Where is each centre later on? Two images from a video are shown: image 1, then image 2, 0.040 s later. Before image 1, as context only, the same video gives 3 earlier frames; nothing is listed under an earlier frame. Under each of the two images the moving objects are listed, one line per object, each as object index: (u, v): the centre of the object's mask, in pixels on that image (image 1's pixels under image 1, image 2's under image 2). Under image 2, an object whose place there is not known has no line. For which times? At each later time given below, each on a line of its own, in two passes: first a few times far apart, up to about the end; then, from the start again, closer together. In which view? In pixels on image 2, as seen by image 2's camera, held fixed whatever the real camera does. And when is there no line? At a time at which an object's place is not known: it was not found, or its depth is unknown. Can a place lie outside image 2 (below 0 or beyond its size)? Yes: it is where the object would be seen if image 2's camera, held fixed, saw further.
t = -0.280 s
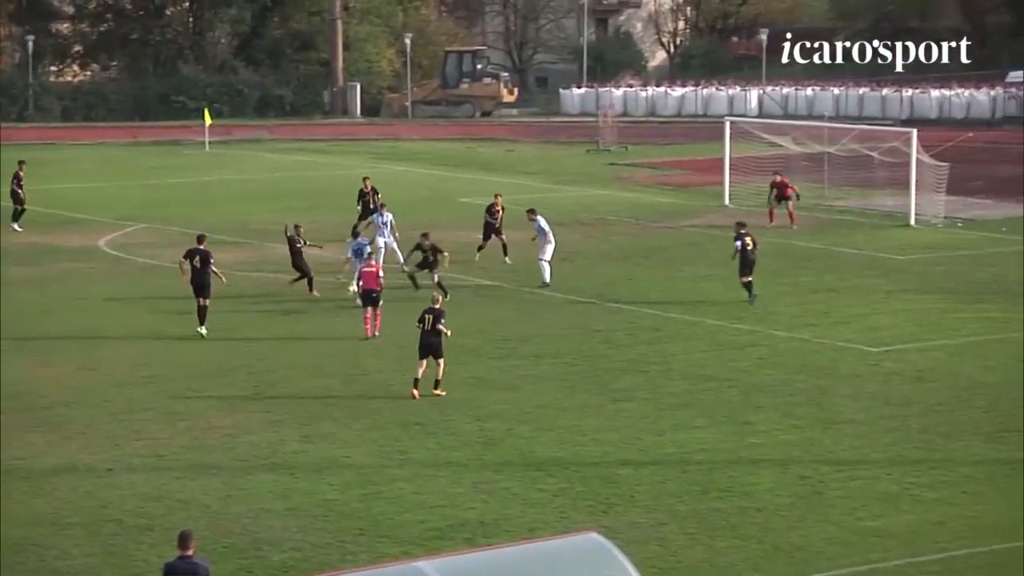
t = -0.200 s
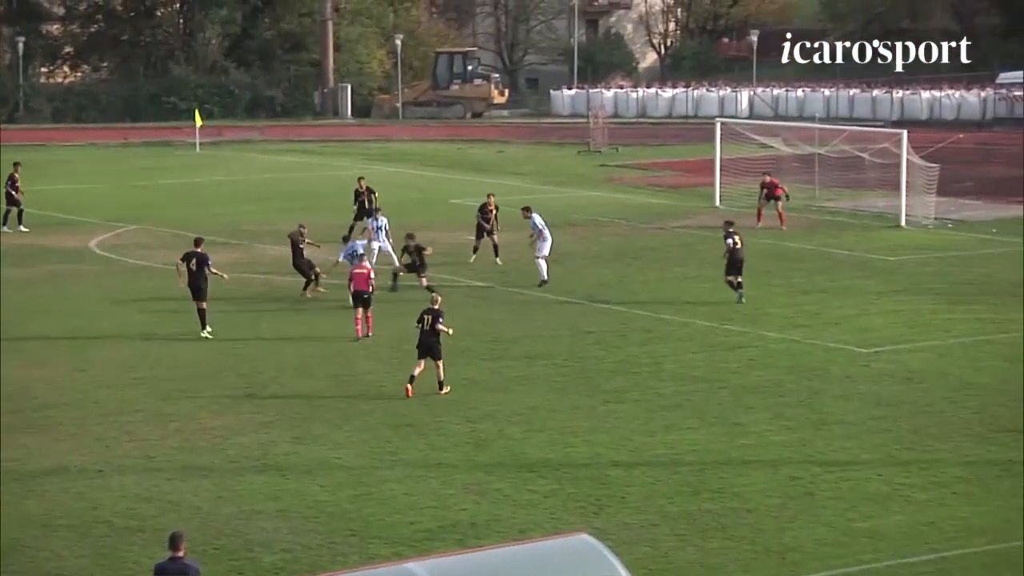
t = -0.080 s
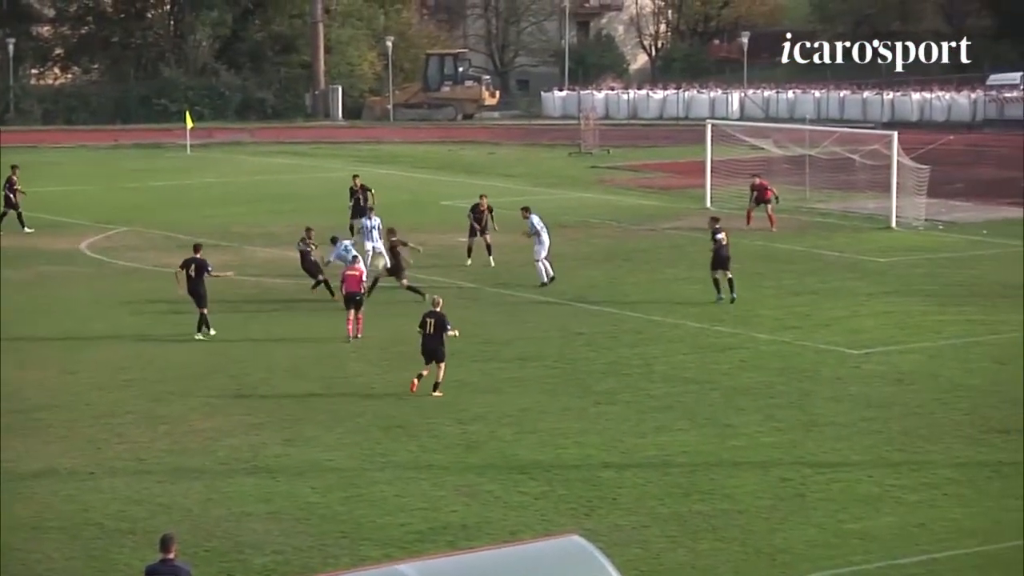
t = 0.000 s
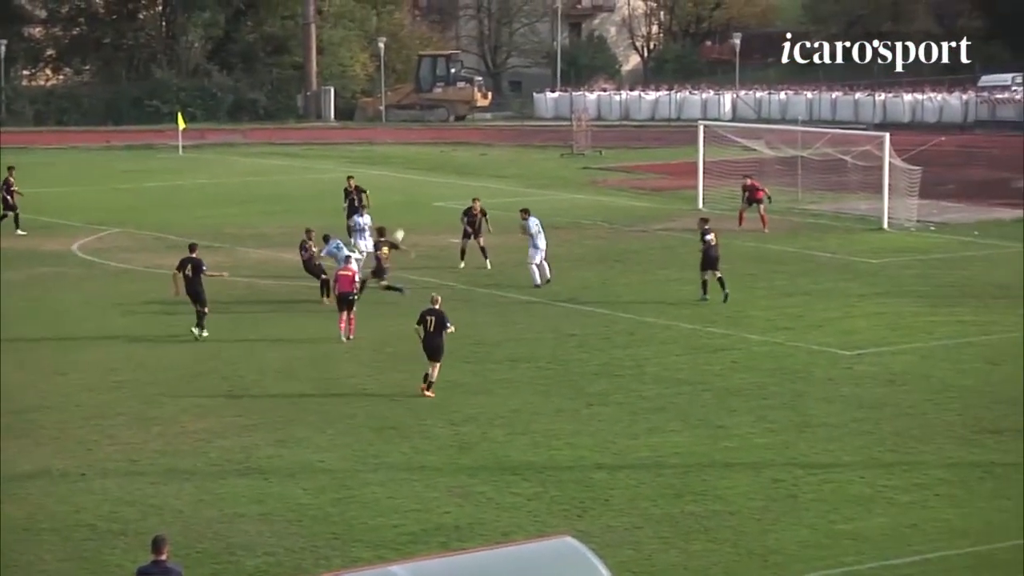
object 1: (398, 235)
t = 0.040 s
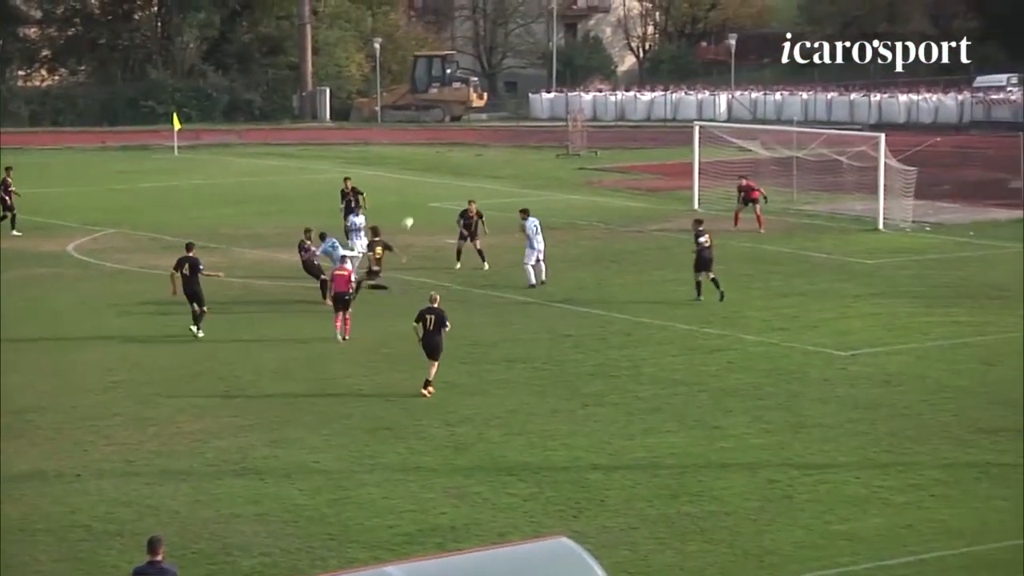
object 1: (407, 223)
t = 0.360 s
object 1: (511, 156)
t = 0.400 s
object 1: (524, 151)
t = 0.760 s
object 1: (631, 145)
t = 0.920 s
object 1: (677, 157)
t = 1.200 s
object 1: (750, 195)
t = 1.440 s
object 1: (763, 204)
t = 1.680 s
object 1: (772, 205)
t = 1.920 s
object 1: (782, 206)
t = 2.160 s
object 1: (791, 207)
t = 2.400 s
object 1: (796, 207)
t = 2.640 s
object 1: (800, 208)
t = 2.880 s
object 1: (801, 208)
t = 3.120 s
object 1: (802, 208)
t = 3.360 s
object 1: (801, 208)
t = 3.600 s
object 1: (798, 209)
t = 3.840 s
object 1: (796, 209)
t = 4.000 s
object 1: (794, 208)
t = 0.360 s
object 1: (511, 156)
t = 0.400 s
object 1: (524, 151)
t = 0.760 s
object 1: (631, 145)
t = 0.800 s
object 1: (643, 147)
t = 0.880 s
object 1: (666, 153)
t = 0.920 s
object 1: (677, 157)
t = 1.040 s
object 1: (710, 172)
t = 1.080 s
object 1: (721, 178)
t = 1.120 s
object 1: (732, 183)
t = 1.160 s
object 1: (743, 191)
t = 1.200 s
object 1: (750, 195)
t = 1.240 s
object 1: (752, 197)
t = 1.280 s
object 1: (754, 199)
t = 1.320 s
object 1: (756, 201)
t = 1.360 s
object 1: (758, 203)
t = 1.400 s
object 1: (760, 204)
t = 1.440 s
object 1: (763, 204)
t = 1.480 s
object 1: (764, 204)
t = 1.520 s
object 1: (765, 204)
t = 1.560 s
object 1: (766, 204)
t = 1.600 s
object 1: (769, 204)
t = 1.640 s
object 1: (771, 205)
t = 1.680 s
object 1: (772, 205)
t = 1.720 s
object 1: (773, 205)
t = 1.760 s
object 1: (775, 206)
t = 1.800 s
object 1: (776, 206)
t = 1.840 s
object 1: (778, 206)
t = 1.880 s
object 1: (780, 206)
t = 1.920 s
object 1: (782, 206)
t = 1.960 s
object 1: (784, 206)
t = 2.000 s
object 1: (785, 207)
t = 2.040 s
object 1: (787, 207)
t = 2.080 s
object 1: (788, 207)
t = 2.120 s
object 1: (790, 207)
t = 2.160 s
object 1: (791, 207)
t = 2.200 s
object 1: (792, 207)
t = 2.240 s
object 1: (794, 207)
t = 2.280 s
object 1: (794, 207)
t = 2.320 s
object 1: (795, 207)
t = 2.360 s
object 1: (795, 207)
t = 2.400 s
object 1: (796, 207)
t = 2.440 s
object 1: (797, 208)
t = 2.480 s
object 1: (798, 208)
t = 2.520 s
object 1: (798, 207)
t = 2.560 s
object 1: (799, 208)
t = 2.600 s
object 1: (800, 207)
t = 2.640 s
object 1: (800, 208)
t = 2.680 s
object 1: (801, 208)
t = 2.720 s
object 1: (802, 208)
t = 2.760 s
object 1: (801, 208)
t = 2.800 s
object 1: (801, 208)
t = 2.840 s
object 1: (801, 208)
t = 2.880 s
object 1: (801, 208)
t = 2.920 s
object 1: (801, 208)
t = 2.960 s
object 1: (801, 208)
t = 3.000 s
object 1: (802, 208)
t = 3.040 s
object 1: (801, 208)
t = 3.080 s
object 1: (801, 208)
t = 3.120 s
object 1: (802, 208)
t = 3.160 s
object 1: (802, 208)
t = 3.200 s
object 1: (801, 208)
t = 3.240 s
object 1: (801, 208)
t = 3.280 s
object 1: (801, 208)
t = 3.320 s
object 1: (800, 209)
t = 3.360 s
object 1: (801, 208)
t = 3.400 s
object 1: (800, 208)
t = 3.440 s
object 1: (800, 208)
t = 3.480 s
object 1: (799, 209)
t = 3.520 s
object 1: (799, 209)
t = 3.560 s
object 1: (798, 209)
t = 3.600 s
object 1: (798, 209)
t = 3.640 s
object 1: (797, 209)
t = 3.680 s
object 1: (797, 209)
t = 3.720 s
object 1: (797, 209)
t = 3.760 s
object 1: (797, 209)
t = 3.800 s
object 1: (796, 209)
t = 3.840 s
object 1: (796, 209)
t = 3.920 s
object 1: (795, 209)
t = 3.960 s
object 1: (794, 209)
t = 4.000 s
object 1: (794, 208)
